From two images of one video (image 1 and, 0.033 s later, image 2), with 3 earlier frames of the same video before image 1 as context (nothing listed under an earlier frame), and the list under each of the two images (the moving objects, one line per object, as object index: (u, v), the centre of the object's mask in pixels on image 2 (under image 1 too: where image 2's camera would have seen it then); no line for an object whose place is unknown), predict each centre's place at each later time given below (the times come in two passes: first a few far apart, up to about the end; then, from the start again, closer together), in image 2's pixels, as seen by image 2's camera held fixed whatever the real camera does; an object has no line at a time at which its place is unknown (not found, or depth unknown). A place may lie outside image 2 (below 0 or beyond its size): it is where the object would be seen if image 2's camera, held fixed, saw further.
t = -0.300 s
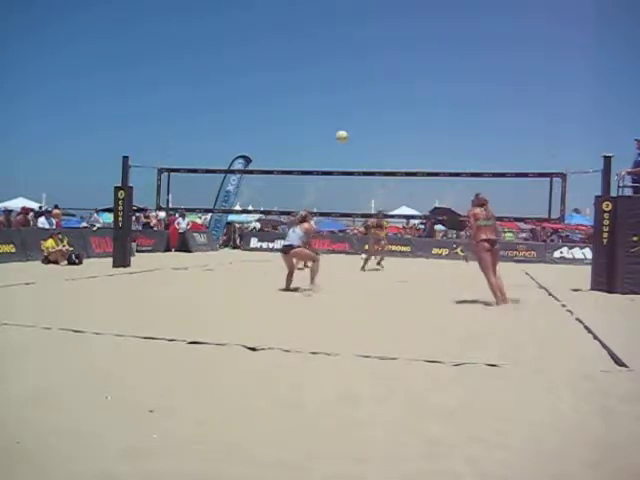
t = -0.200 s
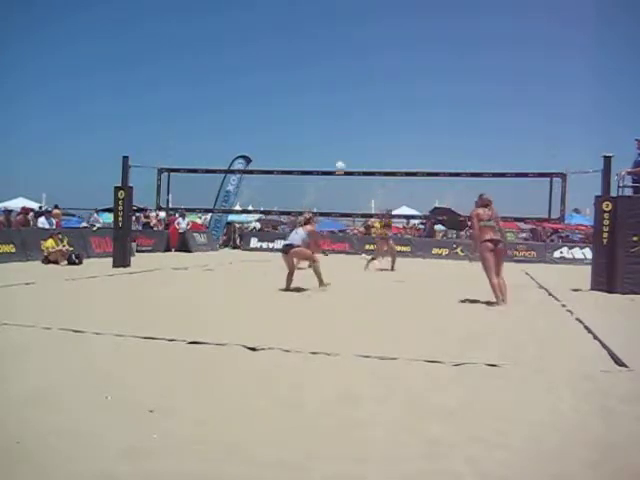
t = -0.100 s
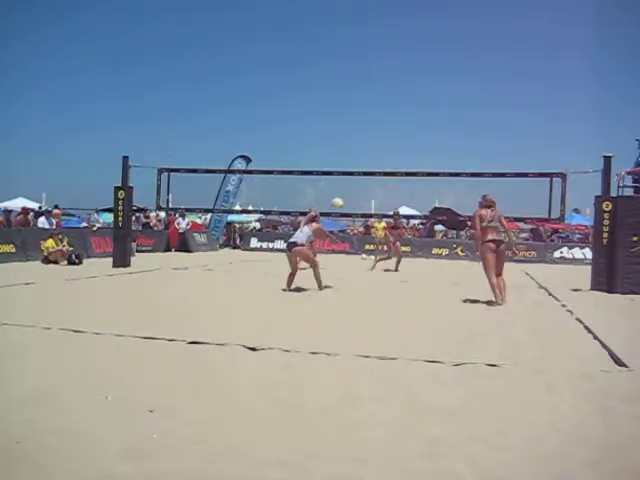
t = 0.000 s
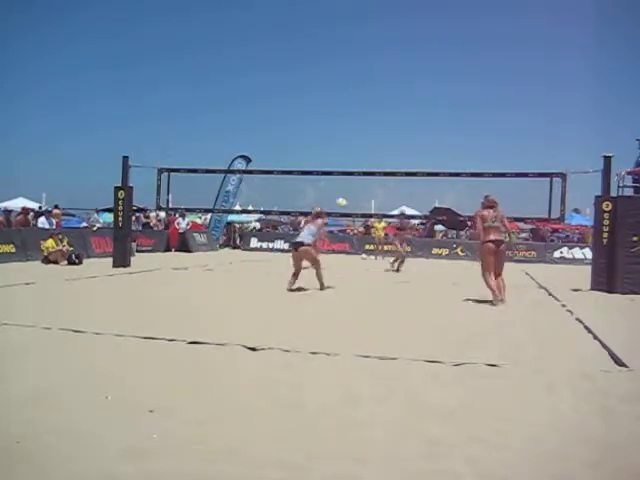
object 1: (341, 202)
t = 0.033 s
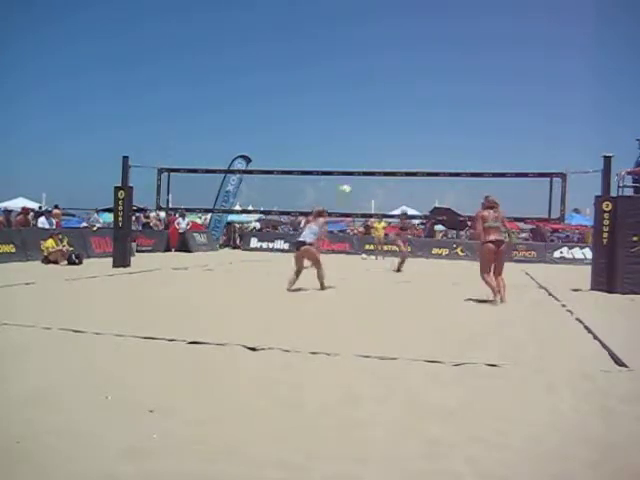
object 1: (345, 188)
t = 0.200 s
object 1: (362, 135)
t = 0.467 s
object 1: (392, 83)
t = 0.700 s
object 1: (416, 71)
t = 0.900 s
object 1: (436, 82)
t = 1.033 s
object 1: (449, 100)
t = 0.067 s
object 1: (350, 176)
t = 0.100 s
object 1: (353, 165)
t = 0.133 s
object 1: (357, 154)
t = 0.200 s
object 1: (362, 135)
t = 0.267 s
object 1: (370, 118)
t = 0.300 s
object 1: (374, 111)
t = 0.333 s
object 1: (377, 104)
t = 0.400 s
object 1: (385, 90)
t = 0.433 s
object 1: (389, 88)
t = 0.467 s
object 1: (392, 83)
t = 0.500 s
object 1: (396, 80)
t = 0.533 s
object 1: (399, 77)
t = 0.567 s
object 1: (403, 74)
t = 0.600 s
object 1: (406, 72)
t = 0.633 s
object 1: (409, 71)
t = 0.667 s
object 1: (412, 71)
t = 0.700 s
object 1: (416, 71)
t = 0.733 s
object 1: (419, 71)
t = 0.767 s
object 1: (422, 72)
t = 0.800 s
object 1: (426, 74)
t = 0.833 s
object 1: (429, 76)
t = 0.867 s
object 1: (432, 78)
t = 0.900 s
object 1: (436, 82)
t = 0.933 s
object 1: (439, 86)
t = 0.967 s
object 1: (442, 90)
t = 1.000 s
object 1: (446, 96)
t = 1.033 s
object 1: (449, 100)
